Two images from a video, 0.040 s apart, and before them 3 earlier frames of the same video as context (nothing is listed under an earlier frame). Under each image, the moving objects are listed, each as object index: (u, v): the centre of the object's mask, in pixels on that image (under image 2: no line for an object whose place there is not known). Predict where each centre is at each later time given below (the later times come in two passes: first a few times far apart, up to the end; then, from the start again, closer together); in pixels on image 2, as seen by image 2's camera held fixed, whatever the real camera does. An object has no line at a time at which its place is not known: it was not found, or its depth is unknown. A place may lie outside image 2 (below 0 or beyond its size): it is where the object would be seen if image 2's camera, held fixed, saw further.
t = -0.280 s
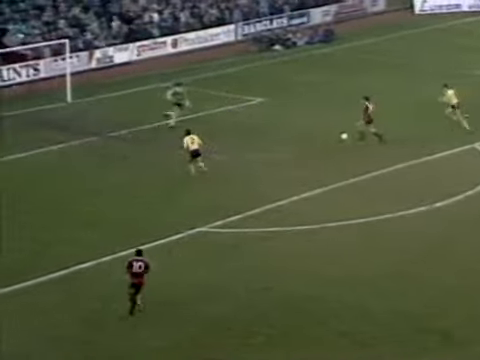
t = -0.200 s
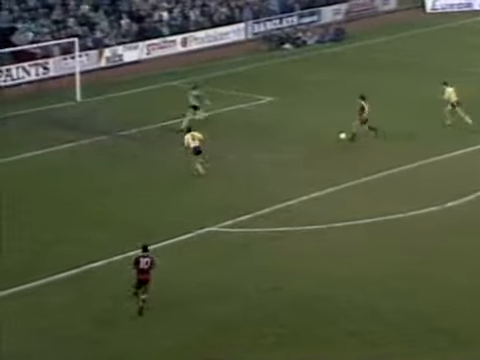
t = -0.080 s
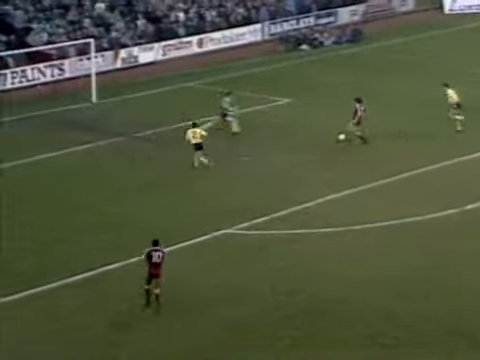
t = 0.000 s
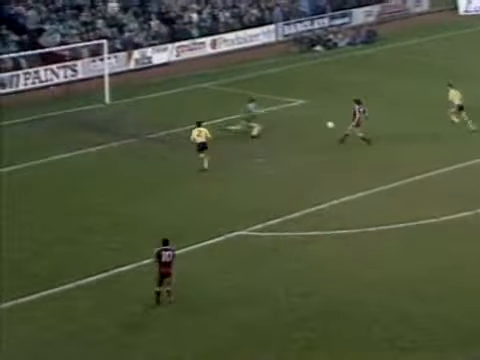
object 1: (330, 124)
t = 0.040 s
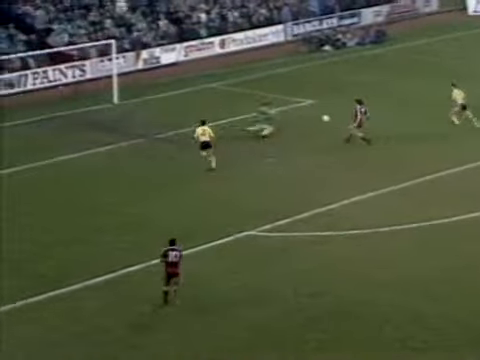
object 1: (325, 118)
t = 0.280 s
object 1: (248, 91)
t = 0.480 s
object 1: (186, 83)
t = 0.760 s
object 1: (106, 91)
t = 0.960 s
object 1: (55, 112)
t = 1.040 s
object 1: (37, 111)
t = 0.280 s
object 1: (248, 91)
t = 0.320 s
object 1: (236, 89)
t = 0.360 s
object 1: (223, 86)
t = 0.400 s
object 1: (211, 85)
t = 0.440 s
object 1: (198, 83)
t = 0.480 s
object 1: (186, 83)
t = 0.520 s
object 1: (174, 83)
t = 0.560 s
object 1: (162, 83)
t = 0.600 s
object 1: (151, 84)
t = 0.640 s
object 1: (139, 85)
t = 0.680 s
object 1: (128, 87)
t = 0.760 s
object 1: (106, 91)
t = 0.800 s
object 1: (96, 94)
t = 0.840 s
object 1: (85, 98)
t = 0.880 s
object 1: (75, 102)
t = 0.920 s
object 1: (64, 107)
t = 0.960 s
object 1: (55, 112)
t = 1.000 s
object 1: (44, 115)
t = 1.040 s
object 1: (37, 111)
